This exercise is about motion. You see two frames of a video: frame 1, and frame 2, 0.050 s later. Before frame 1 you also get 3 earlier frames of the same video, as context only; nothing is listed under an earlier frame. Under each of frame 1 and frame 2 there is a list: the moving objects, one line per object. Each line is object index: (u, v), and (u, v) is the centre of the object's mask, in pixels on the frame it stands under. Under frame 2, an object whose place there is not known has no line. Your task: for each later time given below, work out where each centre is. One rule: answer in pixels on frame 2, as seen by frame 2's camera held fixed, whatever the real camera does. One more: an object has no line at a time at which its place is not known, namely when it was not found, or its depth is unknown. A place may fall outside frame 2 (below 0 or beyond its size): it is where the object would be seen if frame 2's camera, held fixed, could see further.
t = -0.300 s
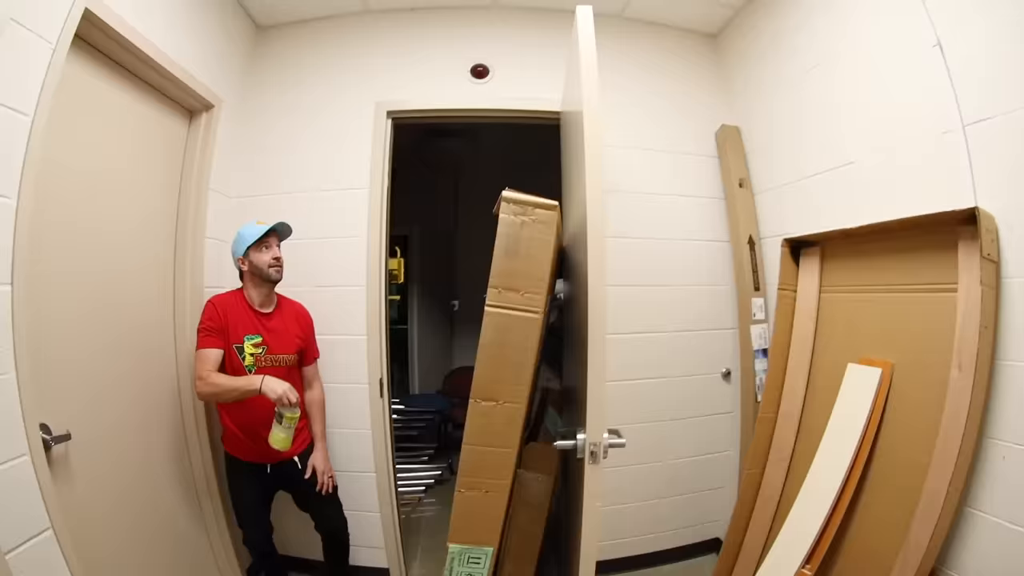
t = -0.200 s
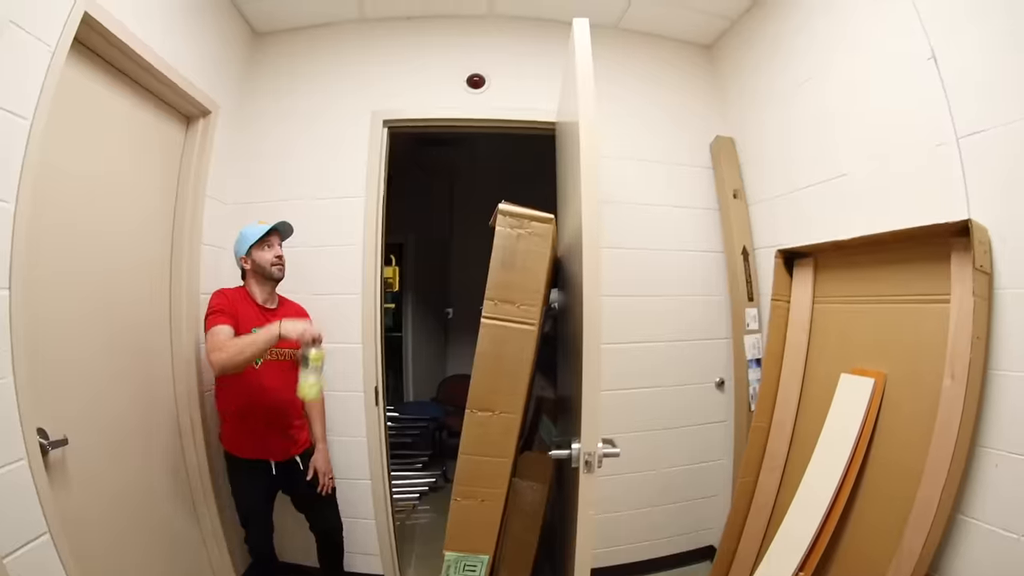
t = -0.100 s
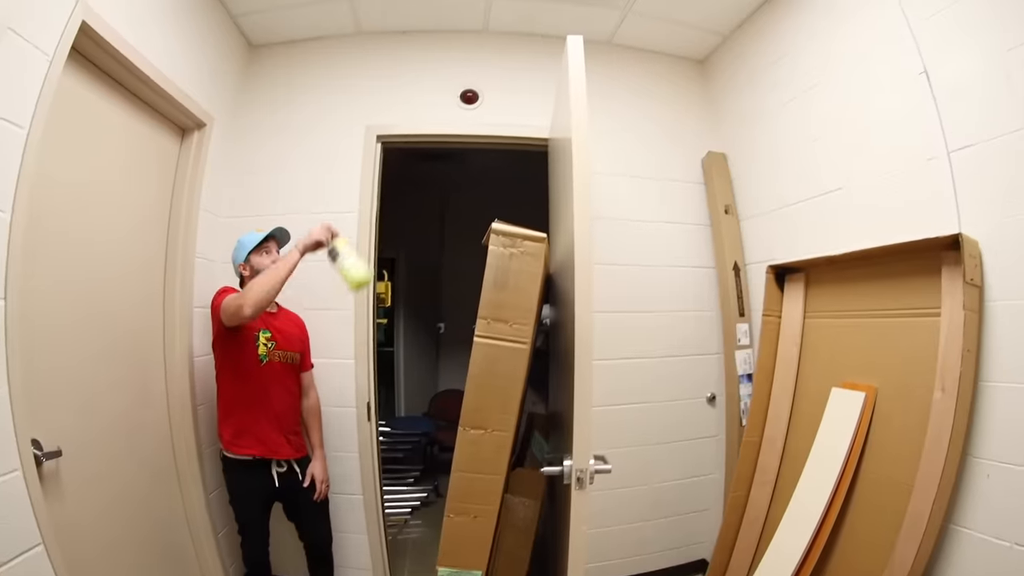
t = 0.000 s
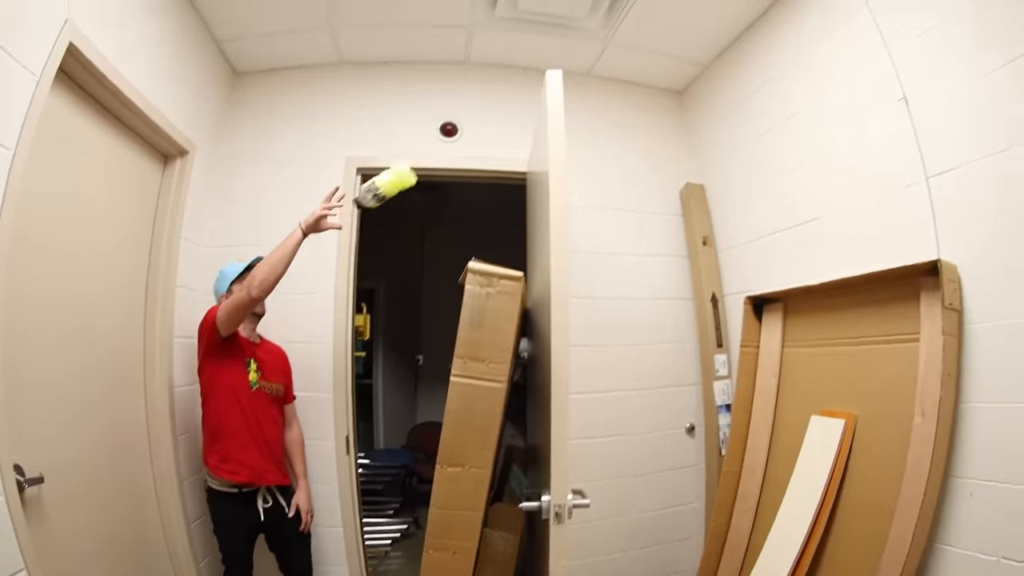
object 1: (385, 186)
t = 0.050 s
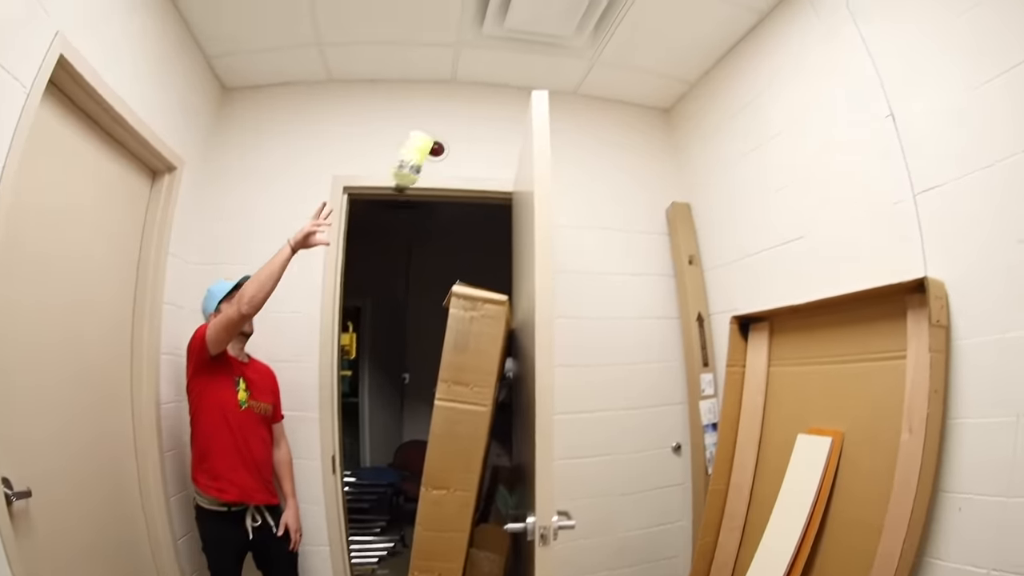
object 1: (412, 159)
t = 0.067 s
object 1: (425, 148)
